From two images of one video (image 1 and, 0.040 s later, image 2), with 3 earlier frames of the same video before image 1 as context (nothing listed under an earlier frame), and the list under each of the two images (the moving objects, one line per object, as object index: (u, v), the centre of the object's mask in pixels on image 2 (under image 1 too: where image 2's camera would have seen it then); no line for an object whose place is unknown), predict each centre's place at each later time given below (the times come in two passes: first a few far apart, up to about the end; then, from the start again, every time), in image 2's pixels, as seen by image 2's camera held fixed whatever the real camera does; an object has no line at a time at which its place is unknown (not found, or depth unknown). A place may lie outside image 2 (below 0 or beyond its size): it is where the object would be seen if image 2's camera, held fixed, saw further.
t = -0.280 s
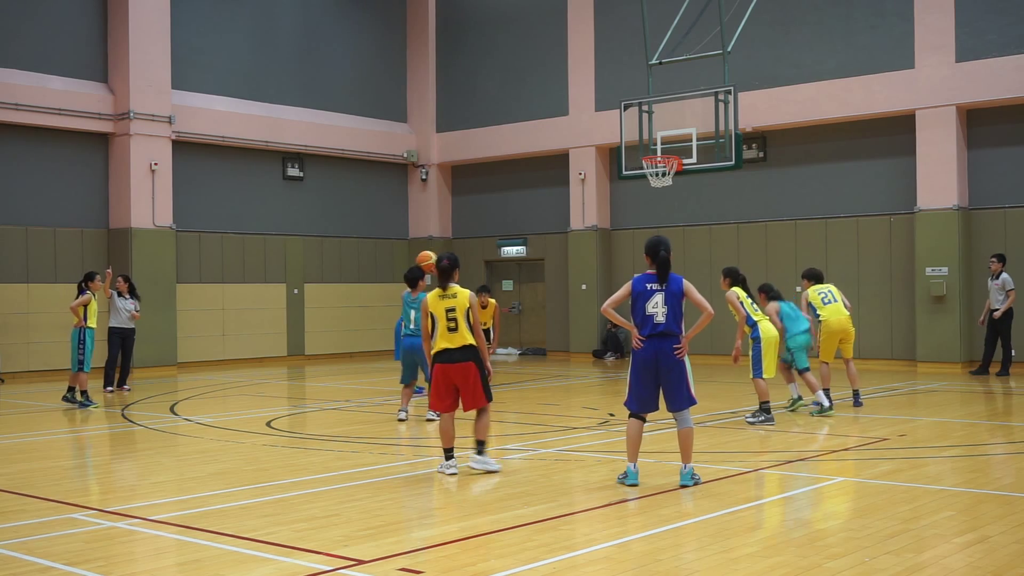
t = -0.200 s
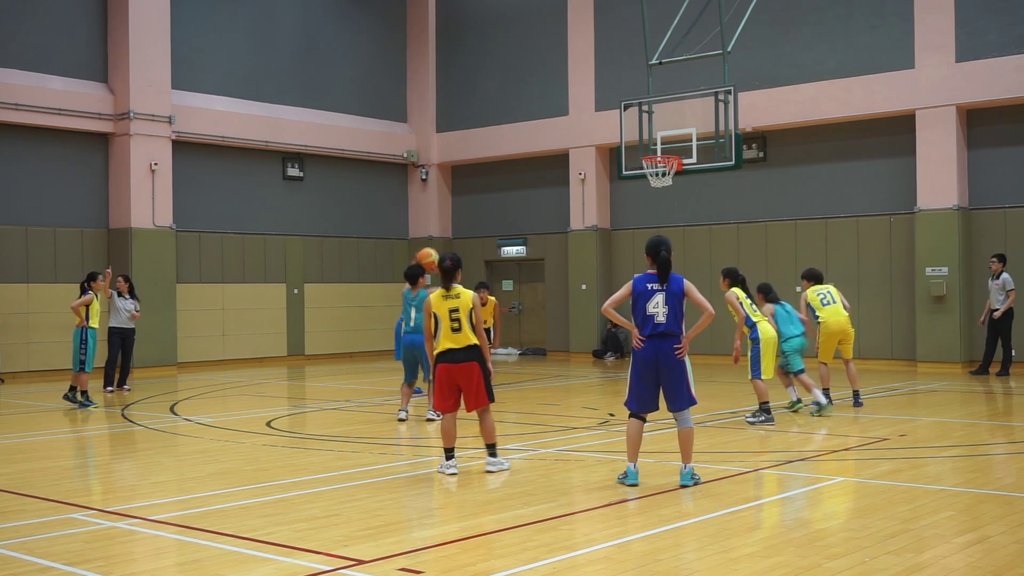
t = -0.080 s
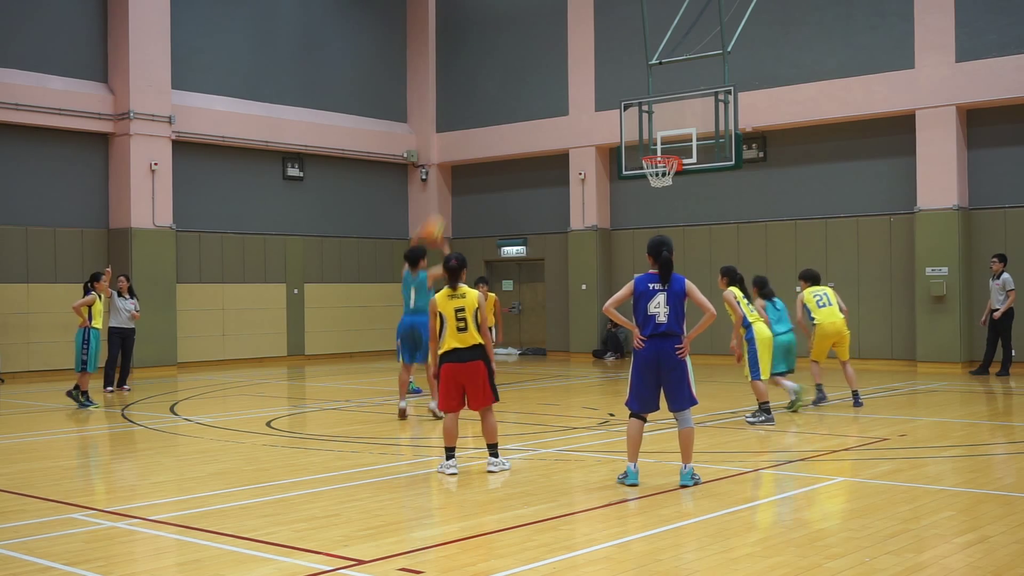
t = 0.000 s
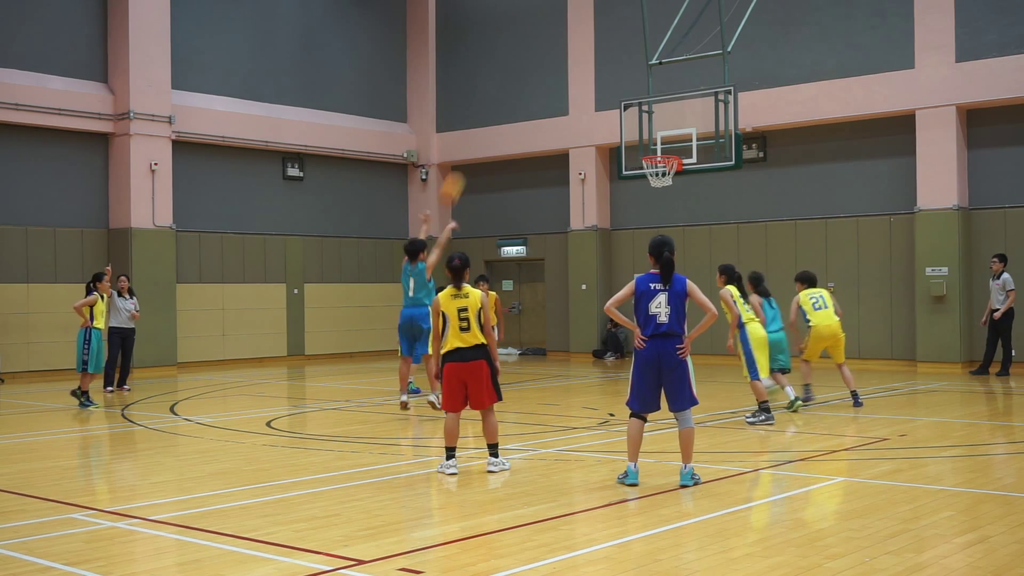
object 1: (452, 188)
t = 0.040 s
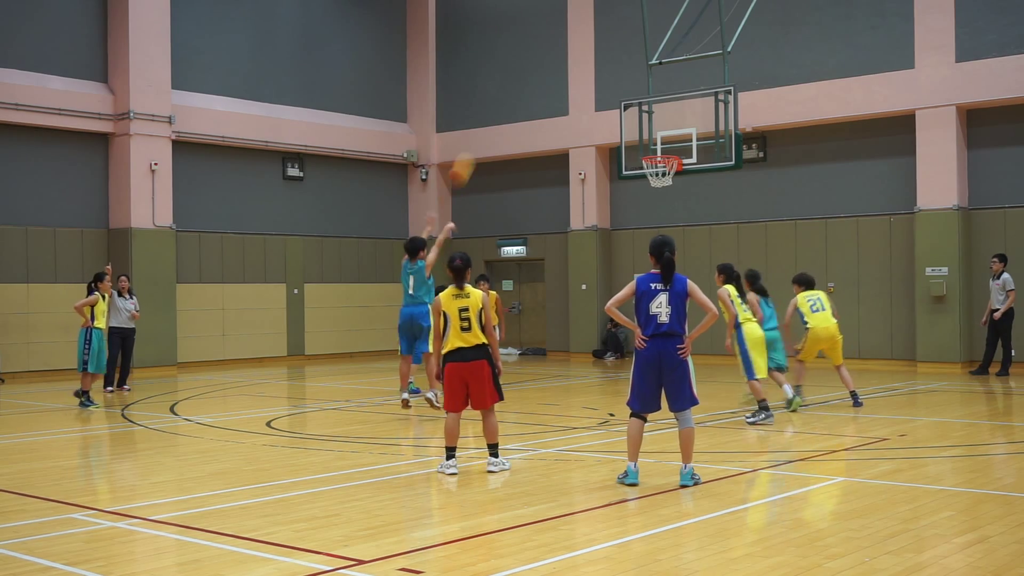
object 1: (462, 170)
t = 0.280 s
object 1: (519, 89)
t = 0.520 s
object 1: (569, 64)
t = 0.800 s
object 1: (622, 92)
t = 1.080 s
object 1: (662, 136)
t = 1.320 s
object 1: (680, 125)
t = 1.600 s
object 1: (697, 158)
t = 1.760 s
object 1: (696, 184)
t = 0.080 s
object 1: (471, 153)
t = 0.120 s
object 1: (481, 135)
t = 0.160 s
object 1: (491, 121)
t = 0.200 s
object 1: (501, 109)
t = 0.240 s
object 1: (510, 98)
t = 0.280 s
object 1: (519, 89)
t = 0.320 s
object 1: (528, 81)
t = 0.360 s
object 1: (536, 75)
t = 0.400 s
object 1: (545, 70)
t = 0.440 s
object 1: (553, 66)
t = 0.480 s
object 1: (561, 64)
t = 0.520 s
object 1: (569, 64)
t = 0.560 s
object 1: (577, 64)
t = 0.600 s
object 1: (585, 66)
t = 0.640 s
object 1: (593, 69)
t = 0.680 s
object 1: (601, 74)
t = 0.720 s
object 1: (608, 79)
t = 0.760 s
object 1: (616, 86)
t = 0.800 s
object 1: (622, 92)
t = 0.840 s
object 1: (629, 100)
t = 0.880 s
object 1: (636, 112)
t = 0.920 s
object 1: (643, 123)
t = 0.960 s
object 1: (650, 135)
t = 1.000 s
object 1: (657, 146)
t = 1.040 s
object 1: (660, 143)
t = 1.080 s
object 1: (662, 136)
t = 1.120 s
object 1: (665, 131)
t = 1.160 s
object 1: (668, 127)
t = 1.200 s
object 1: (671, 125)
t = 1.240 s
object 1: (674, 124)
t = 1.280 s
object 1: (677, 124)
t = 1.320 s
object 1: (680, 125)
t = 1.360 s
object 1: (683, 128)
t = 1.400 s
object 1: (686, 131)
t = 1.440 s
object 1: (689, 135)
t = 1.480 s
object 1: (691, 141)
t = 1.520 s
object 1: (695, 148)
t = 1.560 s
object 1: (697, 155)
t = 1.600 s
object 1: (697, 158)
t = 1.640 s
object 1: (697, 164)
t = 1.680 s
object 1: (697, 170)
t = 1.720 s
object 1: (696, 177)
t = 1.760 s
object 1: (696, 184)
